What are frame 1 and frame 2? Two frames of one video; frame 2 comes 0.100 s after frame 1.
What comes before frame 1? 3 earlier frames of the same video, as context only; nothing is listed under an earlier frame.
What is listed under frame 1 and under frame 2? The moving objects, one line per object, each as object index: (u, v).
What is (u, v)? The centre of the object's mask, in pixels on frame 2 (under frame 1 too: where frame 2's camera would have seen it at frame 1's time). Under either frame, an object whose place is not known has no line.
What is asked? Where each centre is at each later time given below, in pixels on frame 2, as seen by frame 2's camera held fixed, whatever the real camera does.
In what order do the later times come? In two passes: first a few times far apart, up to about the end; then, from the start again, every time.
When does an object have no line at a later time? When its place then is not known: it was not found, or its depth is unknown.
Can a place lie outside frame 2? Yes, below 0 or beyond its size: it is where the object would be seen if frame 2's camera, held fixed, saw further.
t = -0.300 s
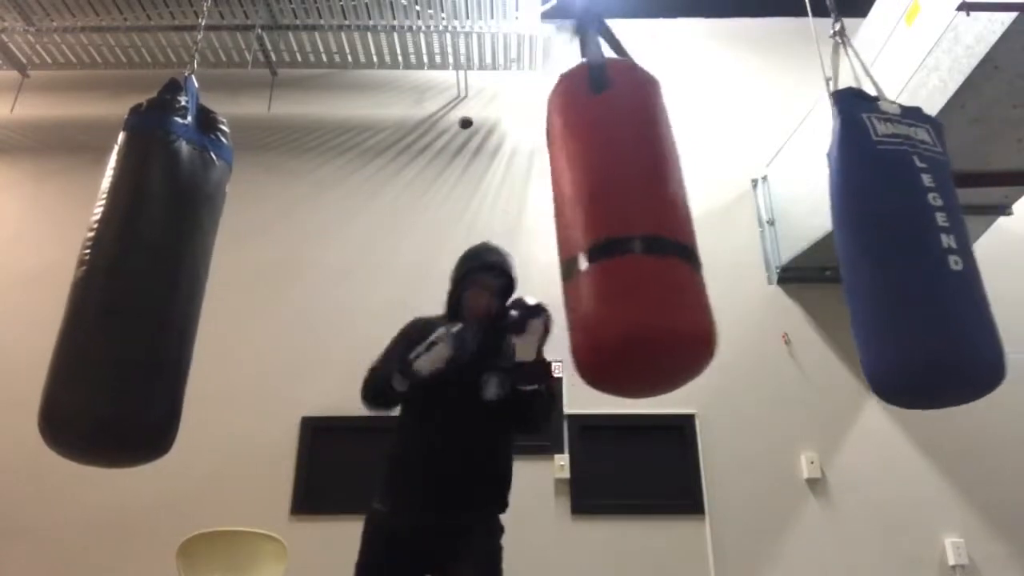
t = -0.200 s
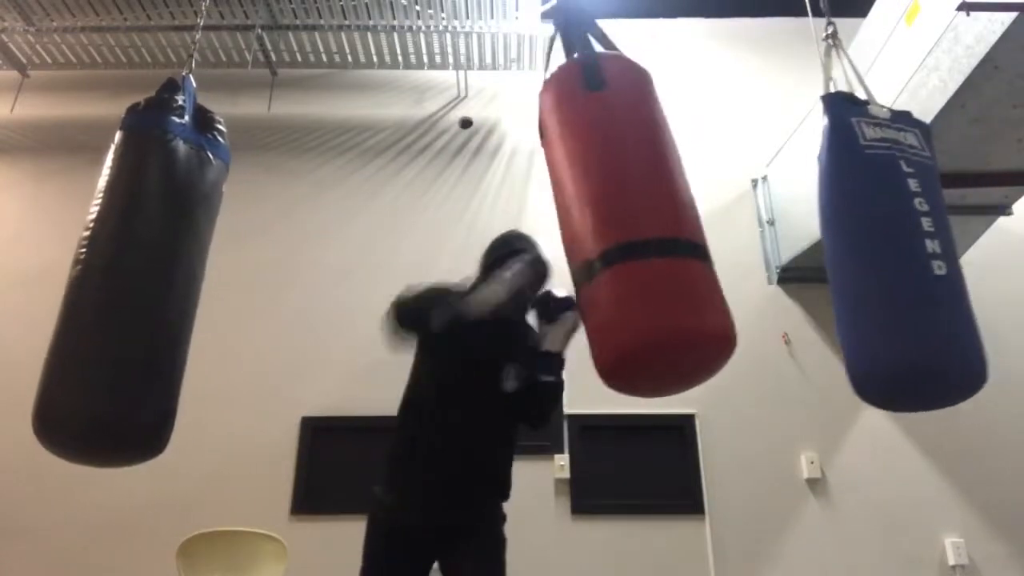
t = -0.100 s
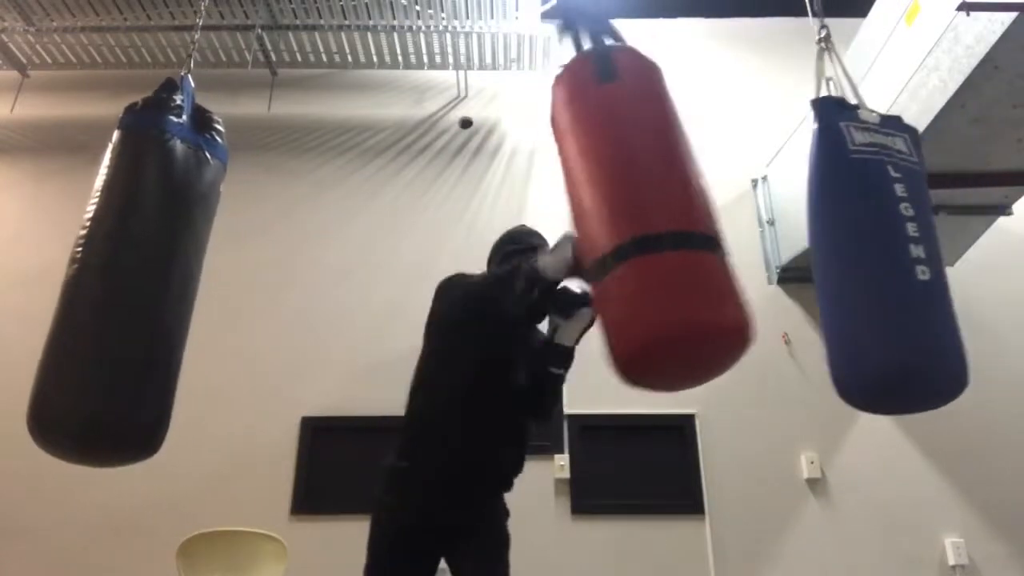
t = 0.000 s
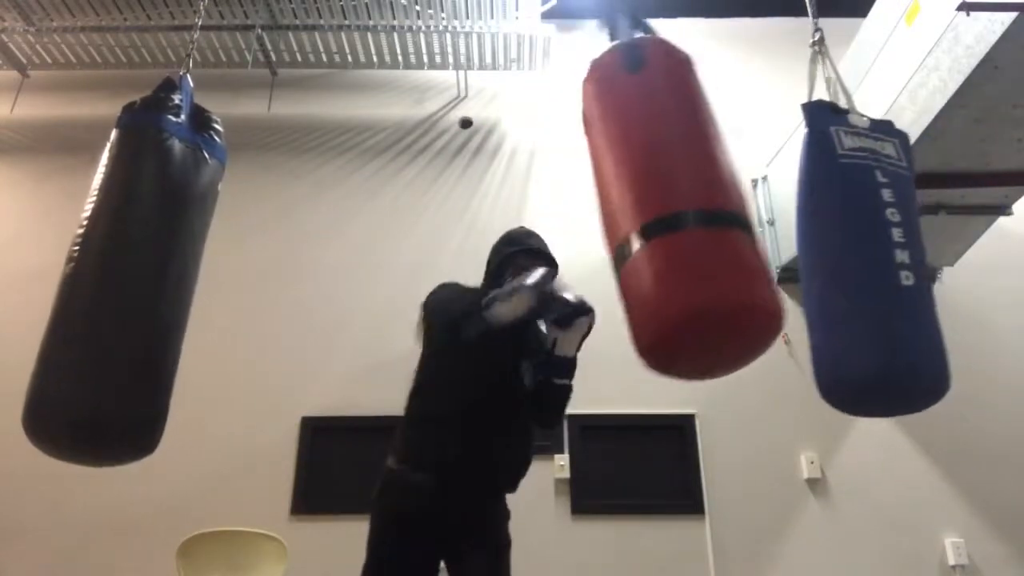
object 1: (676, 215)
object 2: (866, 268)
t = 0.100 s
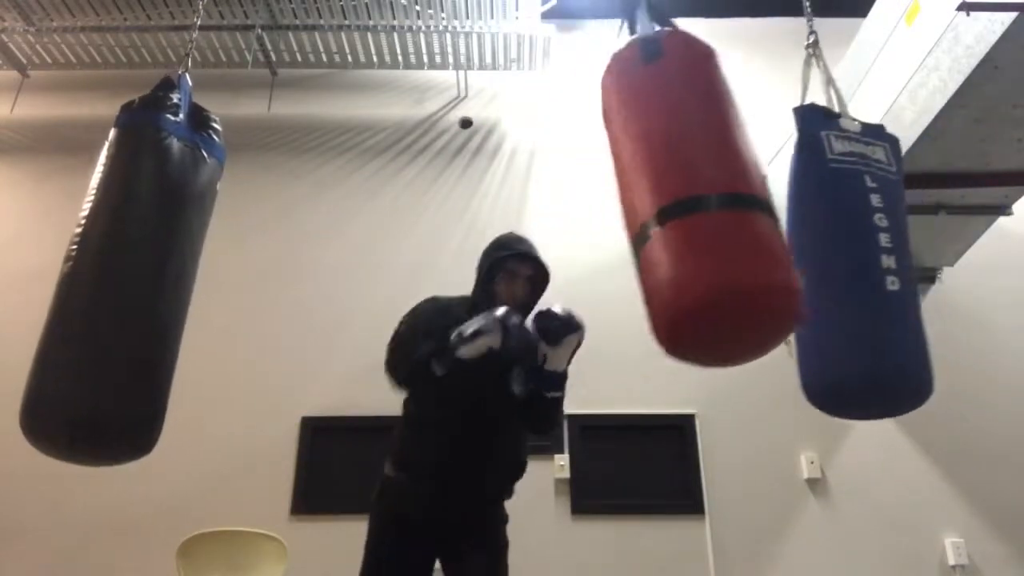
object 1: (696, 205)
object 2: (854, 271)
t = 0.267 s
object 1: (716, 200)
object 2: (848, 276)
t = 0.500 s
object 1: (700, 219)
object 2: (834, 274)
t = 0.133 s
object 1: (702, 202)
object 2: (853, 271)
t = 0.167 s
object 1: (707, 201)
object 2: (852, 272)
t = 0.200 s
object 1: (711, 199)
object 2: (850, 273)
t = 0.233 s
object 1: (714, 199)
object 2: (849, 275)
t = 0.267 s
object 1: (716, 200)
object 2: (848, 276)
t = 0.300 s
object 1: (716, 199)
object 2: (846, 277)
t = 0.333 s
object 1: (715, 200)
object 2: (845, 277)
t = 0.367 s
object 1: (714, 201)
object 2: (843, 277)
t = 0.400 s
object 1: (711, 204)
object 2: (840, 277)
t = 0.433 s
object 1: (709, 208)
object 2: (838, 276)
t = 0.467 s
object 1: (704, 215)
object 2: (836, 275)
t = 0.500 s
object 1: (700, 219)
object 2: (834, 274)
